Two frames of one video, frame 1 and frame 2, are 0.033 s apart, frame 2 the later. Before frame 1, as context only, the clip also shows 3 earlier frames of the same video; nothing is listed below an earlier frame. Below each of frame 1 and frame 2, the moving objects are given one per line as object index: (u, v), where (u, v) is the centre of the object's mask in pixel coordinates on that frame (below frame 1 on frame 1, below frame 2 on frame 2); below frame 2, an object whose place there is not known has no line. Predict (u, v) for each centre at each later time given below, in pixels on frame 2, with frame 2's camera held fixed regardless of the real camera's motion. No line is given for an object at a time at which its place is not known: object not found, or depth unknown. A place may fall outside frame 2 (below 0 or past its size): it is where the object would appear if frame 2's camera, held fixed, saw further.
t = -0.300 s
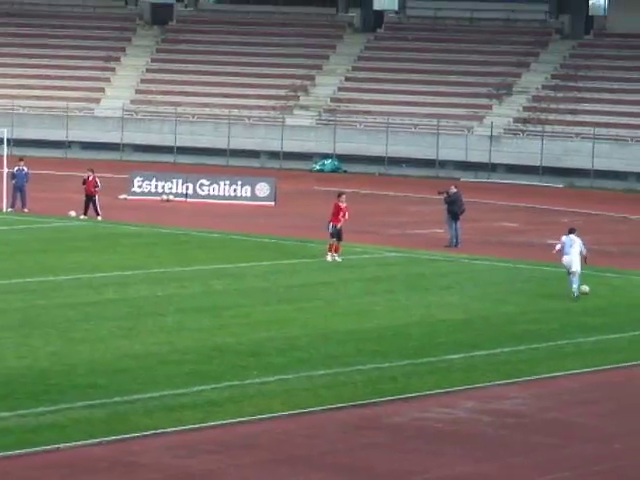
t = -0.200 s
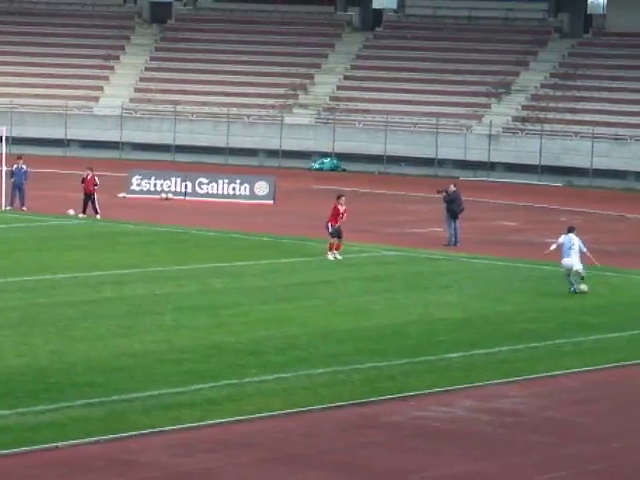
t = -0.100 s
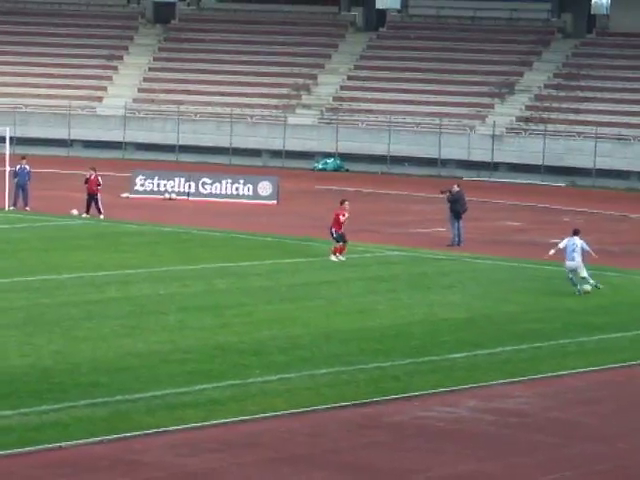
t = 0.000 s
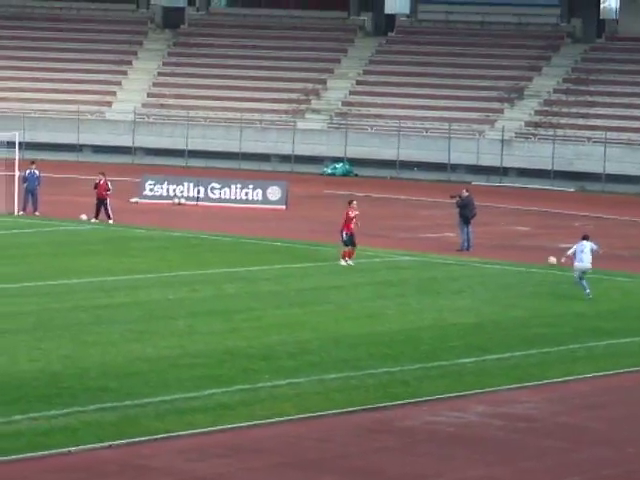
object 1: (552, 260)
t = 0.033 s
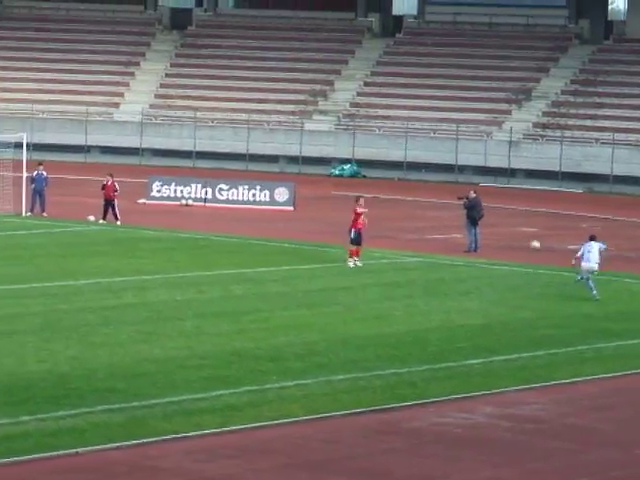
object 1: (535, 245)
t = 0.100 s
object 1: (489, 213)
